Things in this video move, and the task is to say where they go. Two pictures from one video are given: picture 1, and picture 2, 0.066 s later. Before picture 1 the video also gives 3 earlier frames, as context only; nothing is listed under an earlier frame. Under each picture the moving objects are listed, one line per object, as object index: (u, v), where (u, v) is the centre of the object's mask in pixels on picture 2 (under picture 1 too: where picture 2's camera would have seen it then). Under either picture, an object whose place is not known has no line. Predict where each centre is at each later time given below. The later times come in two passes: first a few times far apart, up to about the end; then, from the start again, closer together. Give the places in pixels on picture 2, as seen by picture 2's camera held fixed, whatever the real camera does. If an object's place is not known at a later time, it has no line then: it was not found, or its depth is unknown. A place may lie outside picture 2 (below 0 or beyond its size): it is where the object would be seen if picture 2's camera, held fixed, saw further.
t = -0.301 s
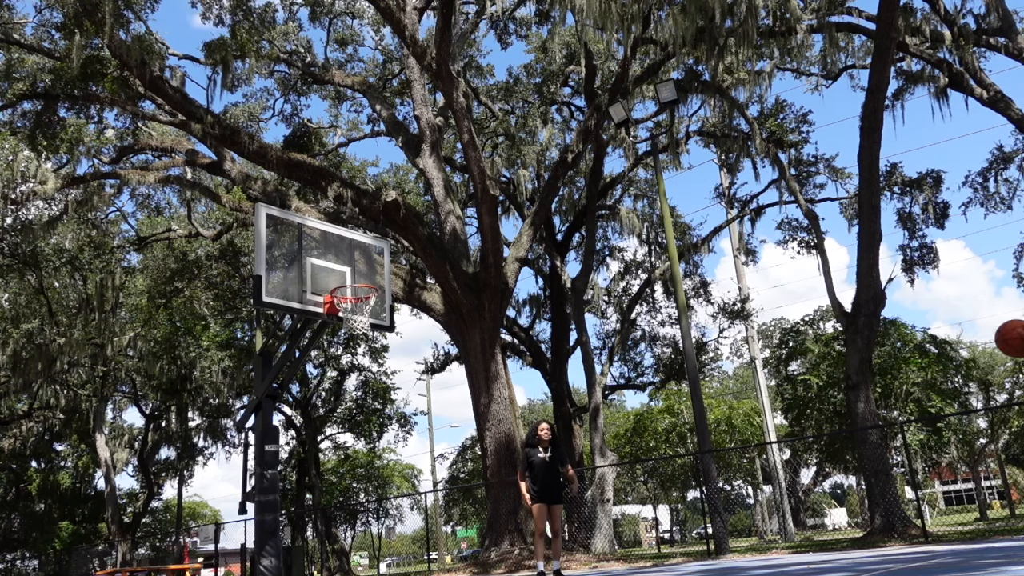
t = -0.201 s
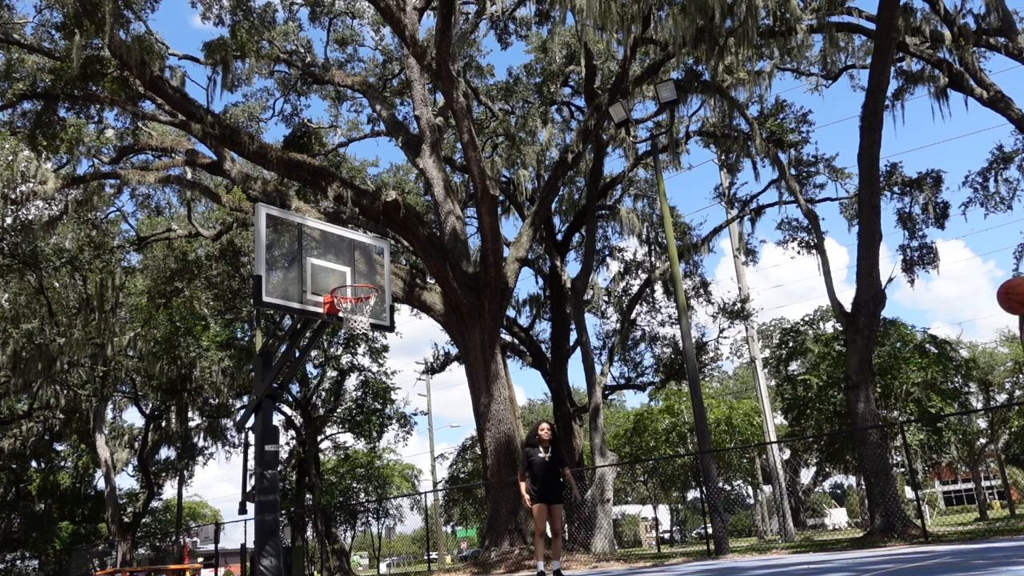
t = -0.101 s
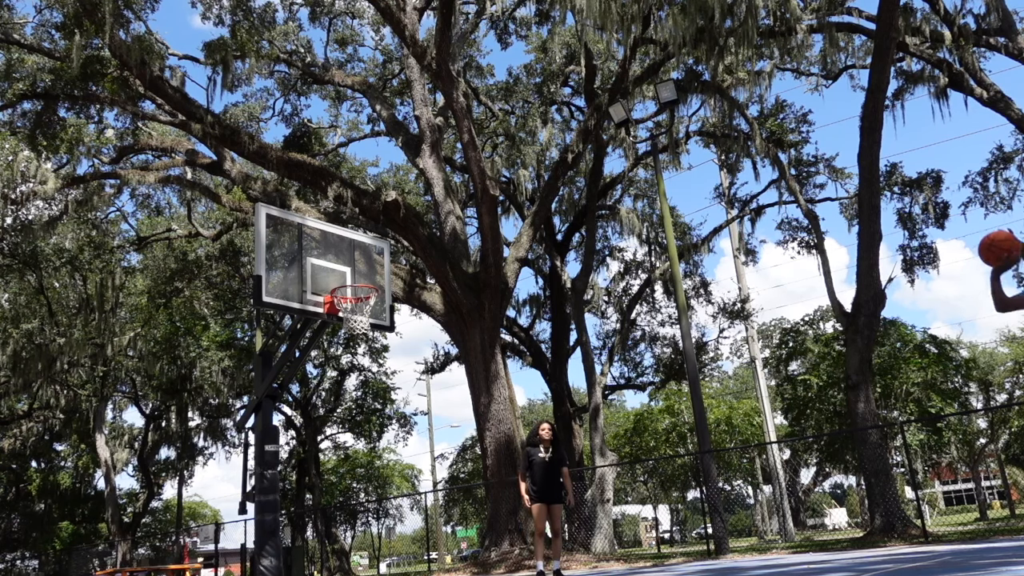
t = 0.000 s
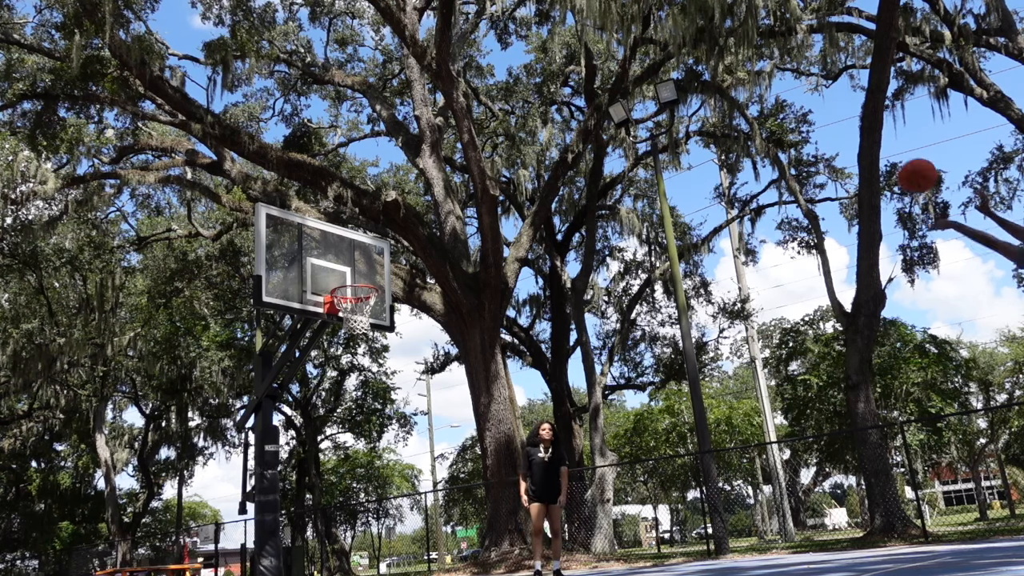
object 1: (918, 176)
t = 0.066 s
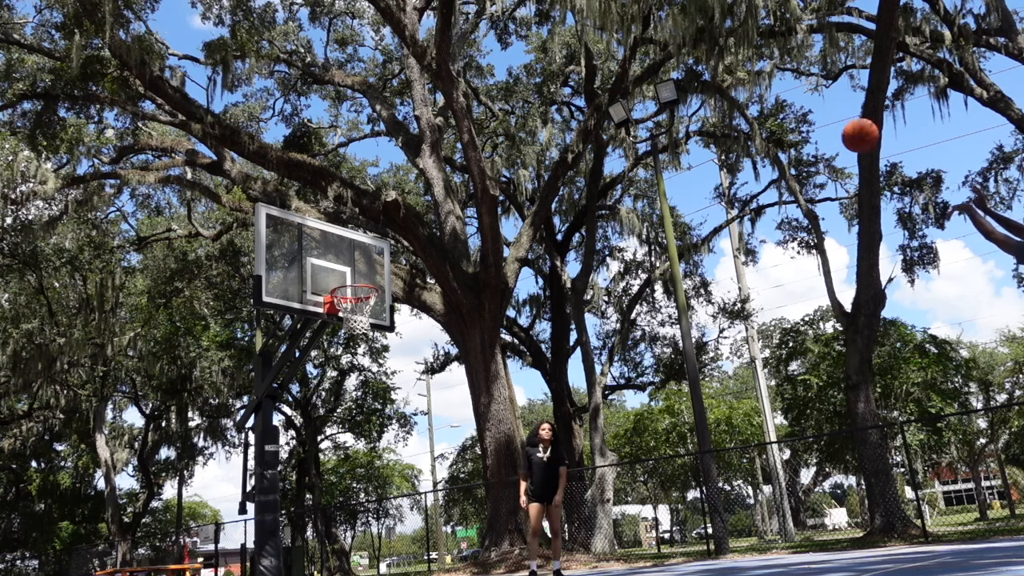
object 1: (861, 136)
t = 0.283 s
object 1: (710, 59)
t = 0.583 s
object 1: (564, 53)
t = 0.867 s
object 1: (461, 118)
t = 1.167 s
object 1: (374, 253)
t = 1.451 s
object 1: (343, 324)
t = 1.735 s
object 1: (344, 392)
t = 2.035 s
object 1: (346, 556)
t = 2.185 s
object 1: (353, 530)
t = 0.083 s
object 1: (846, 126)
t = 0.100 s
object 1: (833, 118)
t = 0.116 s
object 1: (820, 111)
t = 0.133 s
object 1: (808, 104)
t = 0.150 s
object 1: (796, 97)
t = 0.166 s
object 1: (784, 91)
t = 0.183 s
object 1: (772, 85)
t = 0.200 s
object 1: (761, 80)
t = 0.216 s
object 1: (750, 75)
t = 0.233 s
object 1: (740, 71)
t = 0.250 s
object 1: (730, 66)
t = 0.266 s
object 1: (720, 63)
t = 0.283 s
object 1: (710, 59)
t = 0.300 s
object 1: (701, 56)
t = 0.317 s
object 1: (691, 54)
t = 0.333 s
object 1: (681, 51)
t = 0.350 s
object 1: (673, 49)
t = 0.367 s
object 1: (664, 48)
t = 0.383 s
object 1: (655, 46)
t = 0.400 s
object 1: (647, 45)
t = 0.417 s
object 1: (639, 45)
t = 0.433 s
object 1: (630, 44)
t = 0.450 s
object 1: (623, 44)
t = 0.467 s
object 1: (615, 44)
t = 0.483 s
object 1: (607, 45)
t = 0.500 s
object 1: (599, 46)
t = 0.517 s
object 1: (592, 46)
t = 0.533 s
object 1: (585, 48)
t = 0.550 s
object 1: (578, 50)
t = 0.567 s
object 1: (570, 51)
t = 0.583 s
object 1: (564, 53)
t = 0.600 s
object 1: (559, 55)
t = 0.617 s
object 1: (550, 57)
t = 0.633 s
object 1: (544, 60)
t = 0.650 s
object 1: (537, 63)
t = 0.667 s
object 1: (531, 65)
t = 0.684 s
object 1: (525, 69)
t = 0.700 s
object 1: (518, 72)
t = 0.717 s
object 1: (512, 76)
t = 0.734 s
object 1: (506, 80)
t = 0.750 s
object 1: (500, 84)
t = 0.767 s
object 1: (496, 89)
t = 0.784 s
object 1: (488, 93)
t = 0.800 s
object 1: (483, 97)
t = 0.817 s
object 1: (477, 102)
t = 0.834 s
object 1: (472, 107)
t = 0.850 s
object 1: (466, 112)
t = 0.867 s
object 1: (461, 118)
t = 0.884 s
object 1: (457, 123)
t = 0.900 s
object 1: (451, 130)
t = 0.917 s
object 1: (445, 136)
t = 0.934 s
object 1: (441, 142)
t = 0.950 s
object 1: (436, 149)
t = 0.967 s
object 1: (431, 156)
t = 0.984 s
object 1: (426, 163)
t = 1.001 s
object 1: (421, 170)
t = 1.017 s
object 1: (416, 178)
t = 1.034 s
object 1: (411, 185)
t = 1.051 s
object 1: (406, 193)
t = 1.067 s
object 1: (401, 201)
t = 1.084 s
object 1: (397, 209)
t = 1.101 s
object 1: (392, 218)
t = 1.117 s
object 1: (388, 226)
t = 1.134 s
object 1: (383, 234)
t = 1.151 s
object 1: (379, 243)
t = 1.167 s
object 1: (374, 253)
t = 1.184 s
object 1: (370, 261)
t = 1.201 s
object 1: (366, 271)
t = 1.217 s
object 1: (362, 278)
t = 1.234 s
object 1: (358, 292)
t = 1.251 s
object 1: (352, 301)
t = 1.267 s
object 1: (348, 308)
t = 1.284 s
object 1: (346, 316)
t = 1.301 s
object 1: (346, 320)
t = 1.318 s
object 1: (346, 320)
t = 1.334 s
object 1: (345, 320)
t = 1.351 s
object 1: (344, 319)
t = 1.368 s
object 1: (344, 319)
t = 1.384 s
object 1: (343, 319)
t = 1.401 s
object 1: (343, 320)
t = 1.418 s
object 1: (343, 321)
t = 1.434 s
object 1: (343, 323)
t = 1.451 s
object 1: (343, 324)
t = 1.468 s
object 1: (343, 326)
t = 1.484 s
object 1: (343, 328)
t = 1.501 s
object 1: (344, 330)
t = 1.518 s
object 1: (344, 333)
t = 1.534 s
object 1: (344, 335)
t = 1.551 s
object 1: (344, 338)
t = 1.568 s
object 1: (344, 343)
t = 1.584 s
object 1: (344, 346)
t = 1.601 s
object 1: (344, 350)
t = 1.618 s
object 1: (344, 355)
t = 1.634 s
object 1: (344, 360)
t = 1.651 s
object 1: (344, 364)
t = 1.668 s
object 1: (344, 369)
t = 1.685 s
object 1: (343, 374)
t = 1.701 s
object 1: (343, 379)
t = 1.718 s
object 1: (344, 385)
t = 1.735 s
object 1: (344, 392)
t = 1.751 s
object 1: (344, 398)
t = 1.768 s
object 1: (344, 404)
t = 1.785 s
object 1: (344, 412)
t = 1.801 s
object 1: (345, 419)
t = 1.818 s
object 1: (345, 427)
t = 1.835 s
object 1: (345, 435)
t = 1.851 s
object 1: (345, 443)
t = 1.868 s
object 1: (345, 451)
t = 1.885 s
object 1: (345, 460)
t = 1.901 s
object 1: (345, 469)
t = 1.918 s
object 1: (345, 479)
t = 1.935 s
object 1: (345, 488)
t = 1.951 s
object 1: (345, 499)
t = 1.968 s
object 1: (346, 510)
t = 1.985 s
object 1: (346, 520)
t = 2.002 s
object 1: (346, 532)
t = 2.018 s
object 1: (346, 544)
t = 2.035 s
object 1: (346, 556)
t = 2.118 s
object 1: (349, 567)
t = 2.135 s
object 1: (350, 558)
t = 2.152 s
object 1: (351, 549)
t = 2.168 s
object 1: (352, 540)
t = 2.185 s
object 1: (353, 530)
